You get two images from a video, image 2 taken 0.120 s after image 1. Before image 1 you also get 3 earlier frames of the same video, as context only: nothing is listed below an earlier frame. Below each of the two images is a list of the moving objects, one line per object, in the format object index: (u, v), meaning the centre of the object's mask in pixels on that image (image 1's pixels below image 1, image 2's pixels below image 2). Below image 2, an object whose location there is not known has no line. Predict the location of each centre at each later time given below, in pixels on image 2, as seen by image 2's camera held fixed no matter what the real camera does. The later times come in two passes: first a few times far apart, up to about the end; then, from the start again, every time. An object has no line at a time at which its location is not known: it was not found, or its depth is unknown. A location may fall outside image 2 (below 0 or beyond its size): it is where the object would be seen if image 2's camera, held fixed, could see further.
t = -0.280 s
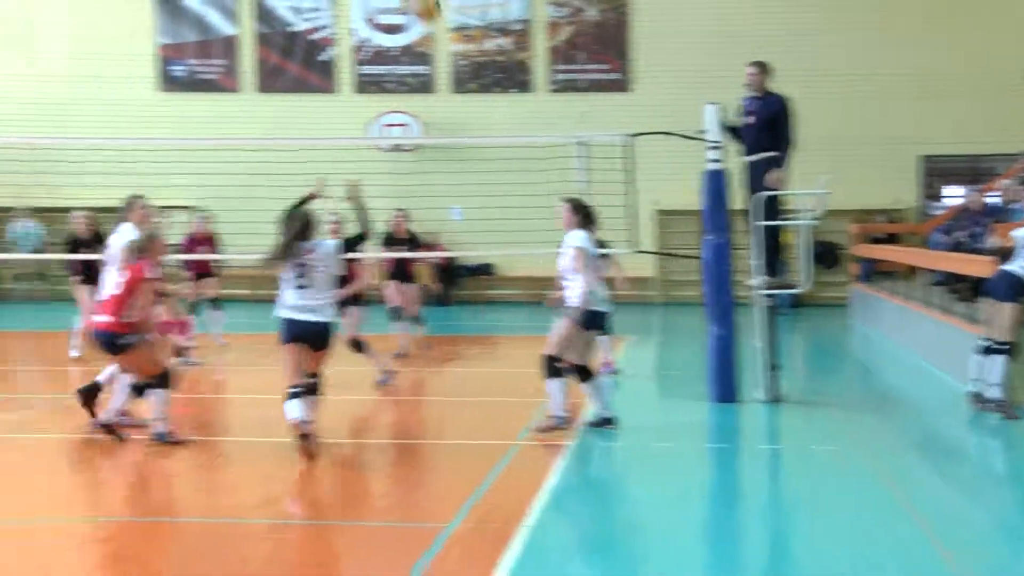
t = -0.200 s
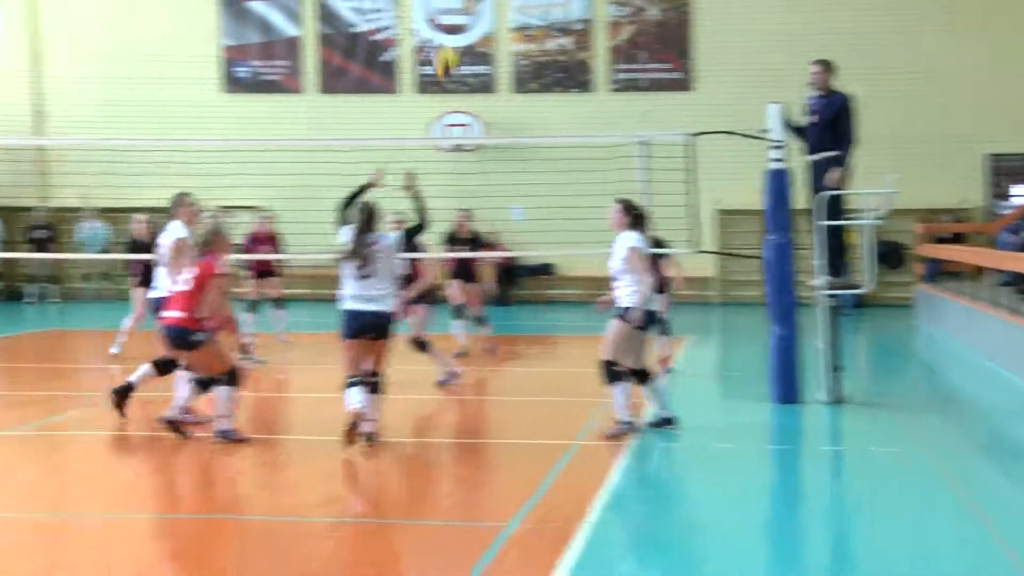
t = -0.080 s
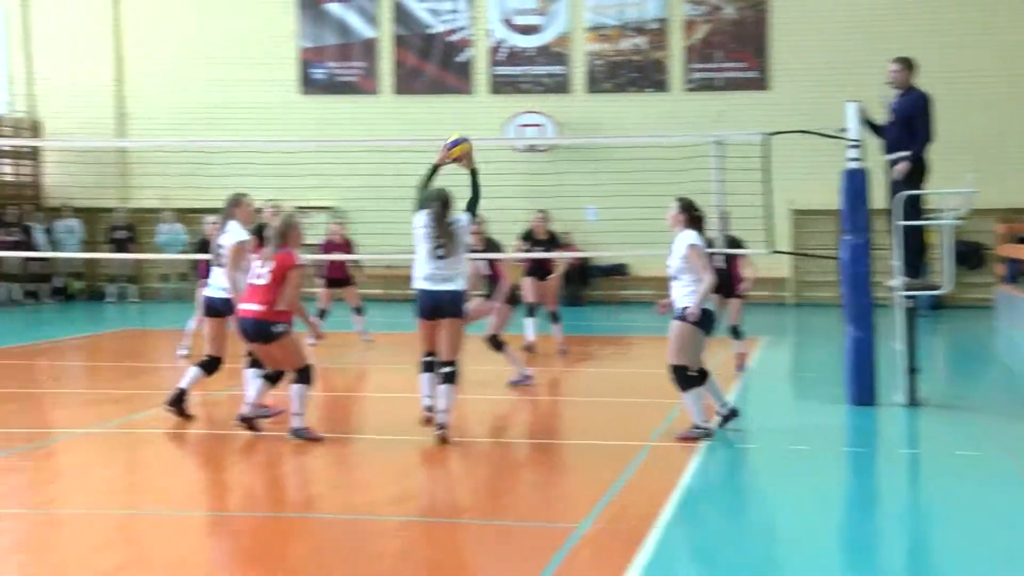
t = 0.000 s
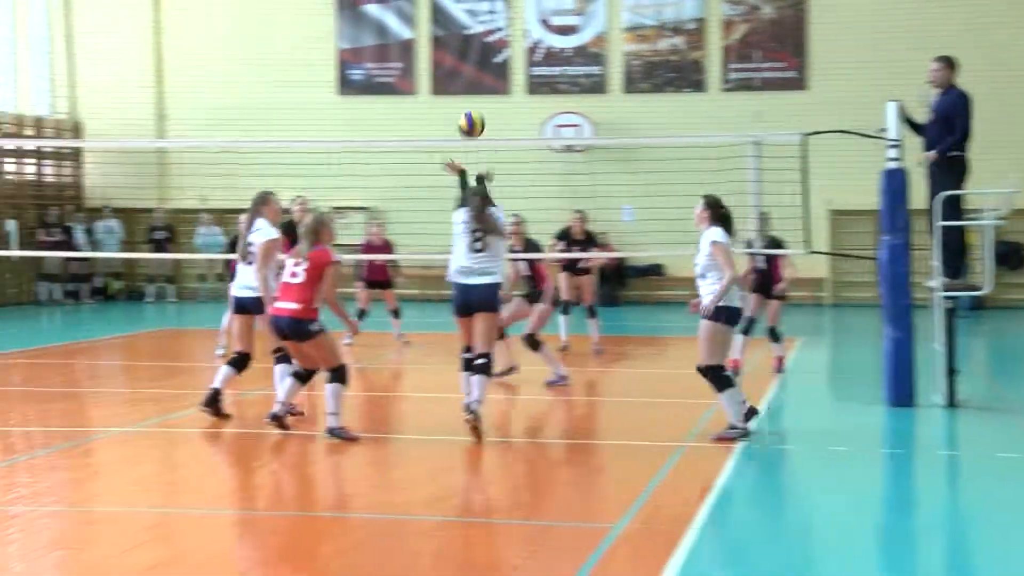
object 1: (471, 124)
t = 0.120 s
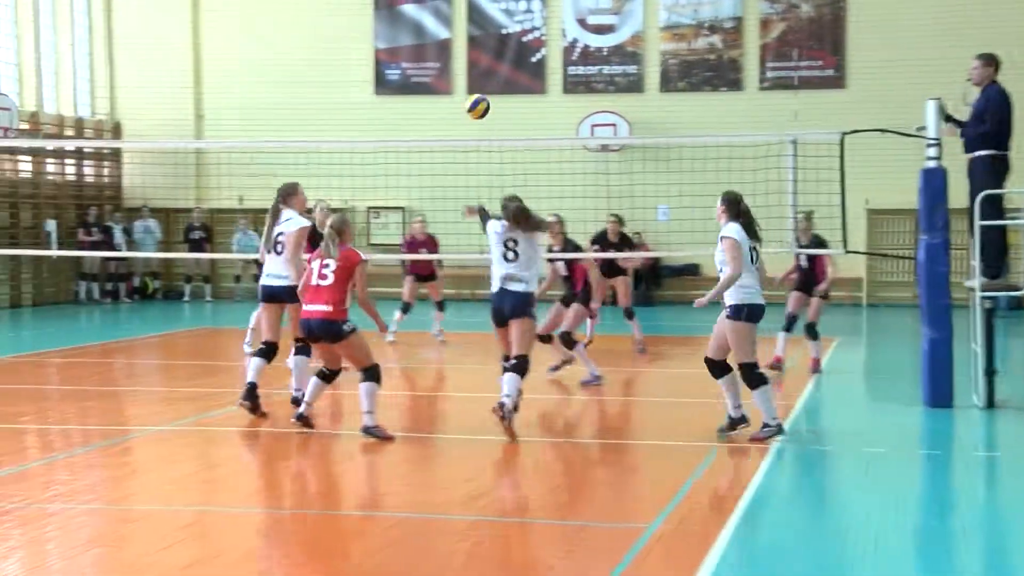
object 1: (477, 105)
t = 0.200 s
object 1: (459, 105)
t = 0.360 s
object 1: (431, 122)
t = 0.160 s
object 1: (468, 105)
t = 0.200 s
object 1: (459, 105)
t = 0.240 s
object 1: (451, 107)
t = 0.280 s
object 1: (444, 110)
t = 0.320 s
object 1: (437, 115)
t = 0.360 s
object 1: (431, 122)
